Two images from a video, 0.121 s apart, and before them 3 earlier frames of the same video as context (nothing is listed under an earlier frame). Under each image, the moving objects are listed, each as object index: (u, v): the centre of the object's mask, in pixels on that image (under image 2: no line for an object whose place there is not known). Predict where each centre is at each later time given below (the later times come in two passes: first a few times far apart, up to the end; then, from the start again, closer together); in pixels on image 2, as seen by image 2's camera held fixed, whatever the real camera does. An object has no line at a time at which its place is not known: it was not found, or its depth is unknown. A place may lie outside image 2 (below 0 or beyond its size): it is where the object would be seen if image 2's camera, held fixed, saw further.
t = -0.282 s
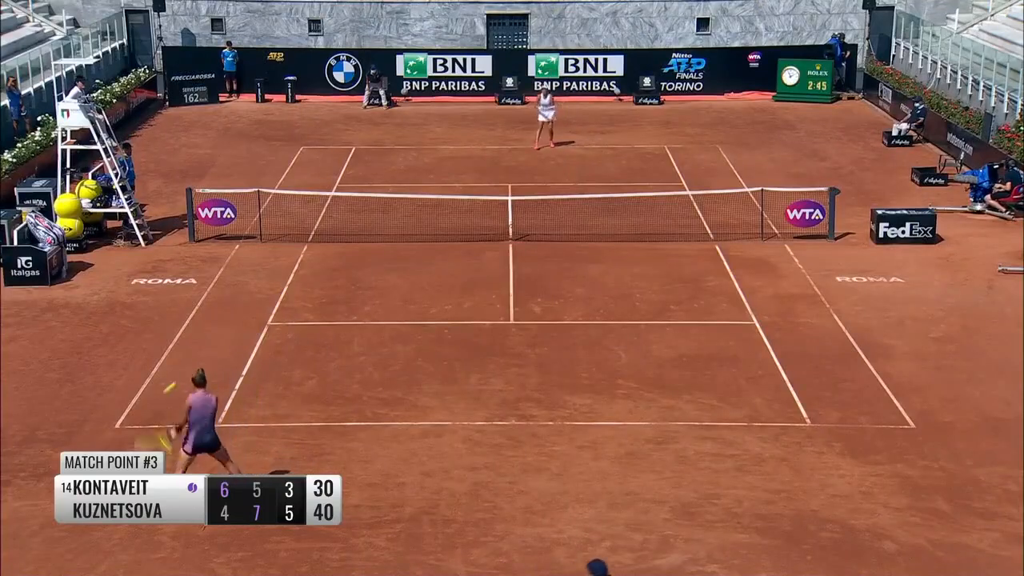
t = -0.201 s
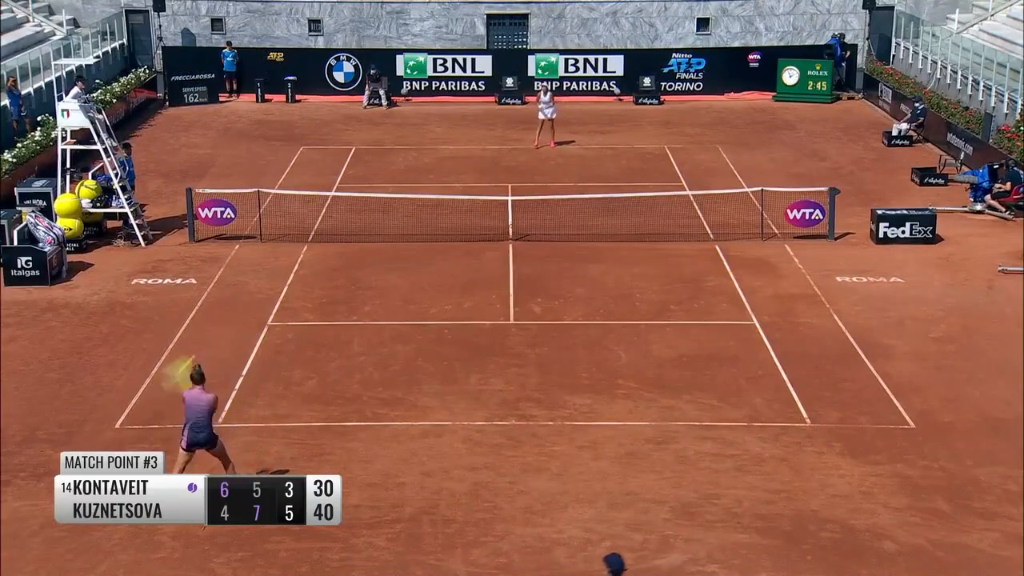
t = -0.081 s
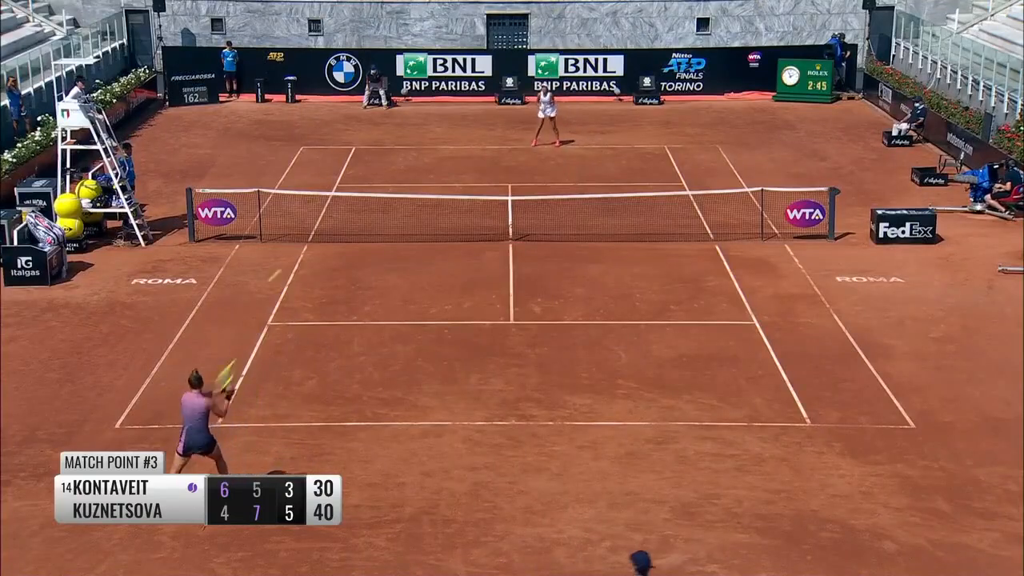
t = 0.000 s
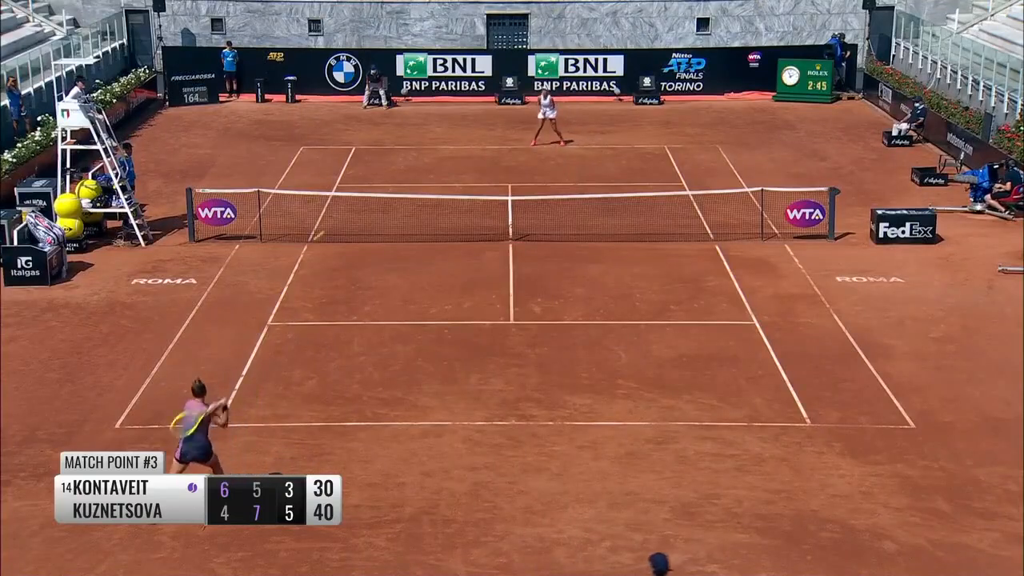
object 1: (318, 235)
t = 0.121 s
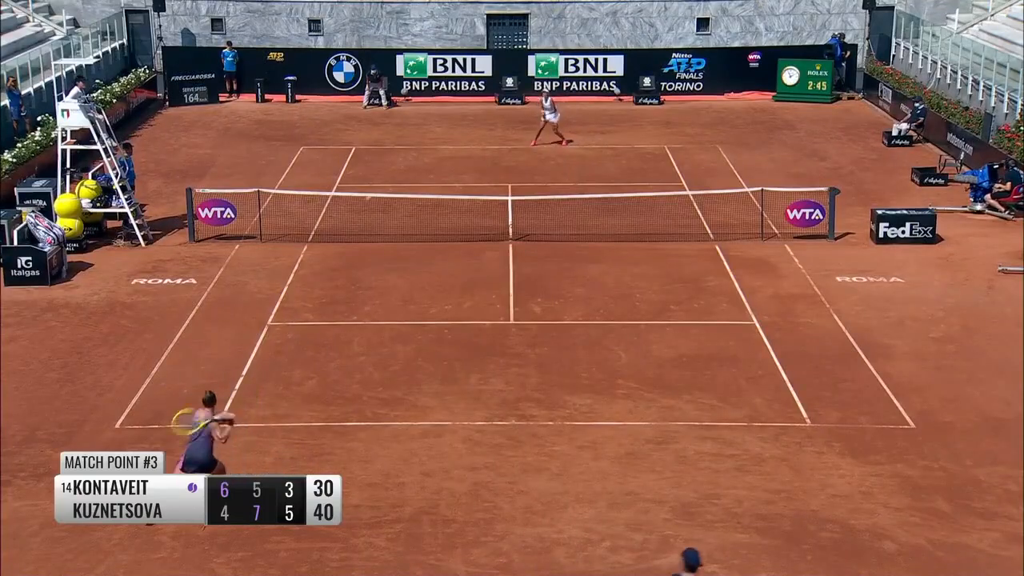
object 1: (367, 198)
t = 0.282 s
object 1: (421, 170)
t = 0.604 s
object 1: (487, 171)
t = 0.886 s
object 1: (516, 124)
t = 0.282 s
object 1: (421, 170)
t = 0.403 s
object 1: (450, 163)
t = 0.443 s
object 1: (458, 163)
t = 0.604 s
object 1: (487, 171)
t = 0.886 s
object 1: (516, 124)
